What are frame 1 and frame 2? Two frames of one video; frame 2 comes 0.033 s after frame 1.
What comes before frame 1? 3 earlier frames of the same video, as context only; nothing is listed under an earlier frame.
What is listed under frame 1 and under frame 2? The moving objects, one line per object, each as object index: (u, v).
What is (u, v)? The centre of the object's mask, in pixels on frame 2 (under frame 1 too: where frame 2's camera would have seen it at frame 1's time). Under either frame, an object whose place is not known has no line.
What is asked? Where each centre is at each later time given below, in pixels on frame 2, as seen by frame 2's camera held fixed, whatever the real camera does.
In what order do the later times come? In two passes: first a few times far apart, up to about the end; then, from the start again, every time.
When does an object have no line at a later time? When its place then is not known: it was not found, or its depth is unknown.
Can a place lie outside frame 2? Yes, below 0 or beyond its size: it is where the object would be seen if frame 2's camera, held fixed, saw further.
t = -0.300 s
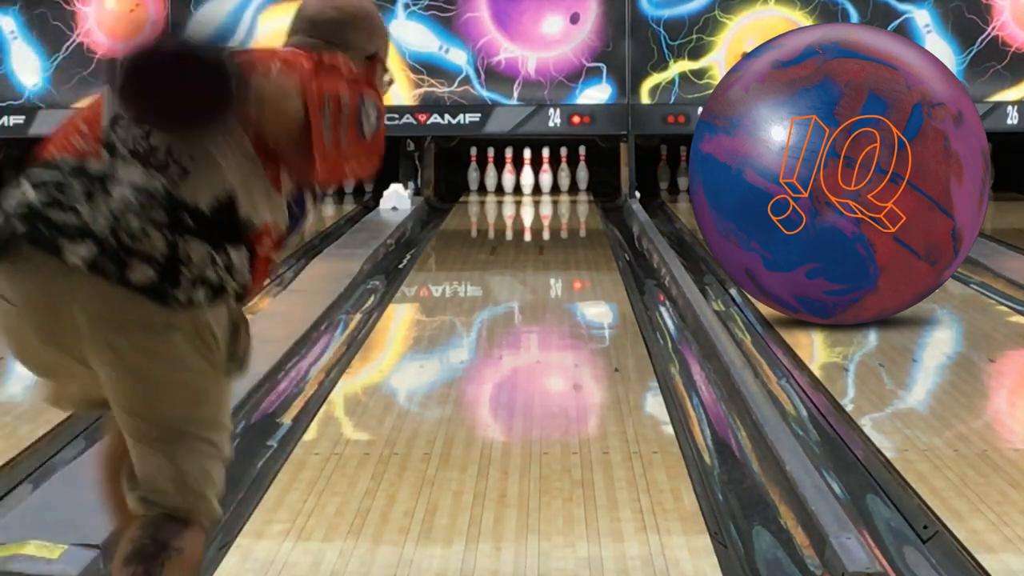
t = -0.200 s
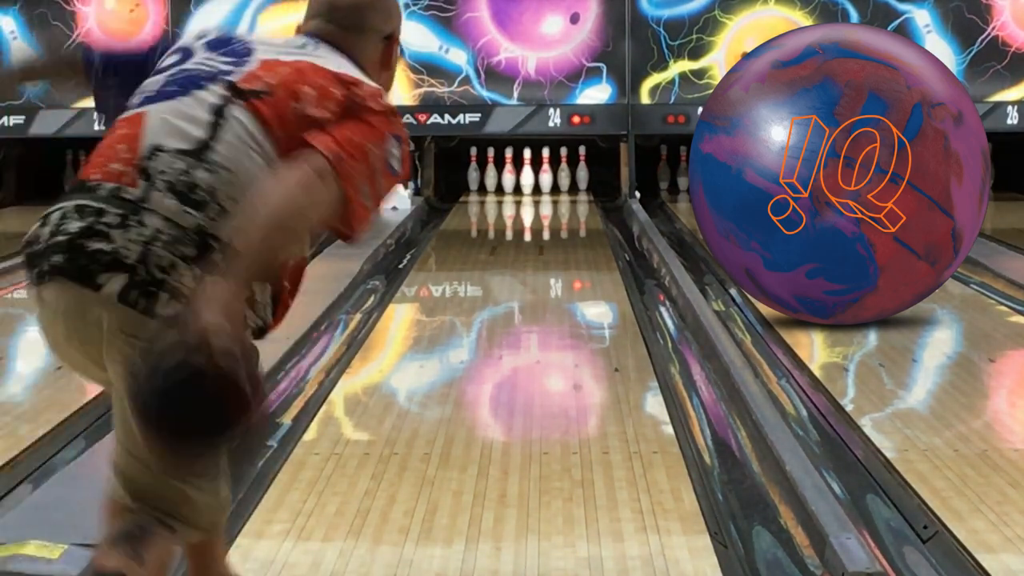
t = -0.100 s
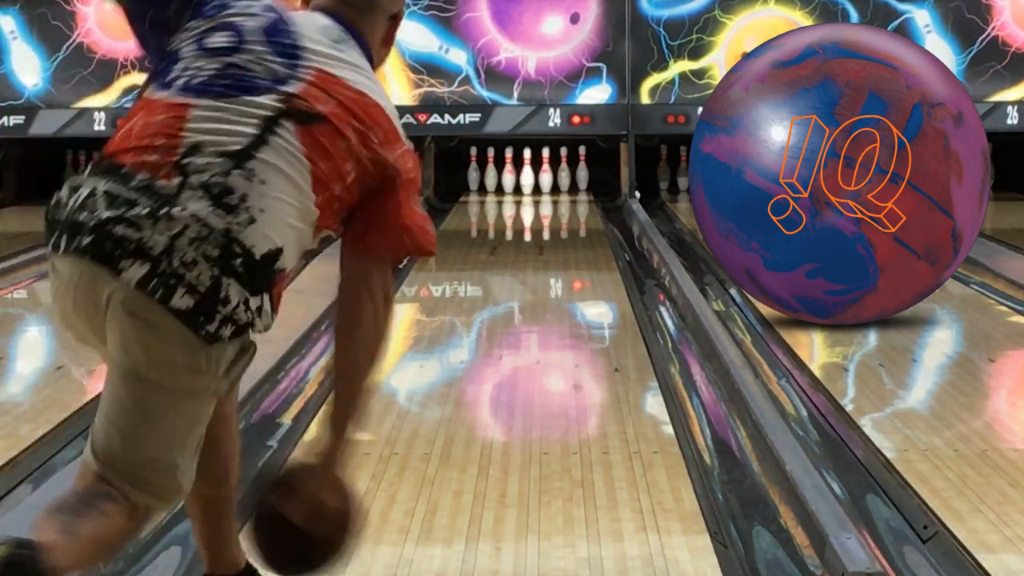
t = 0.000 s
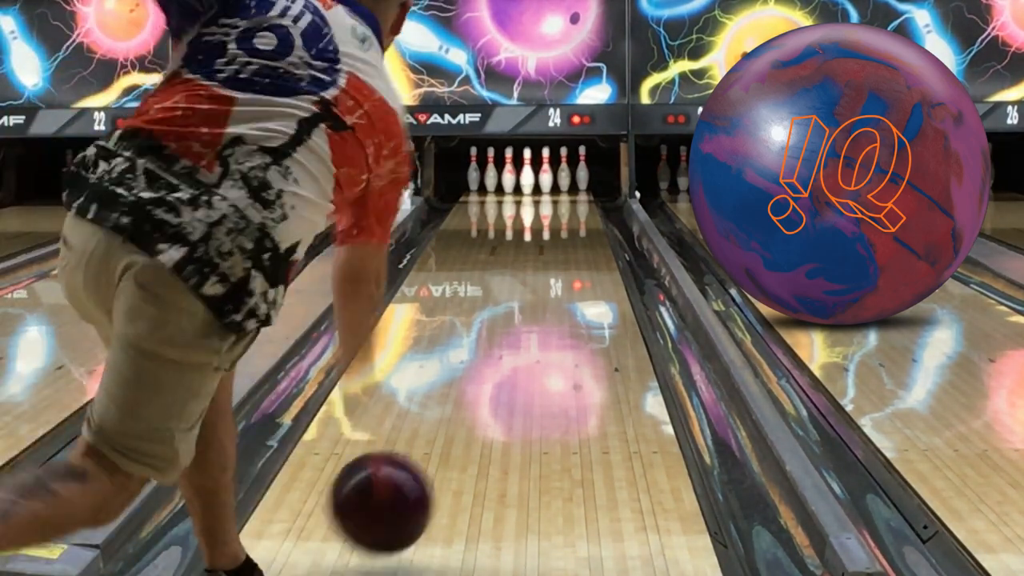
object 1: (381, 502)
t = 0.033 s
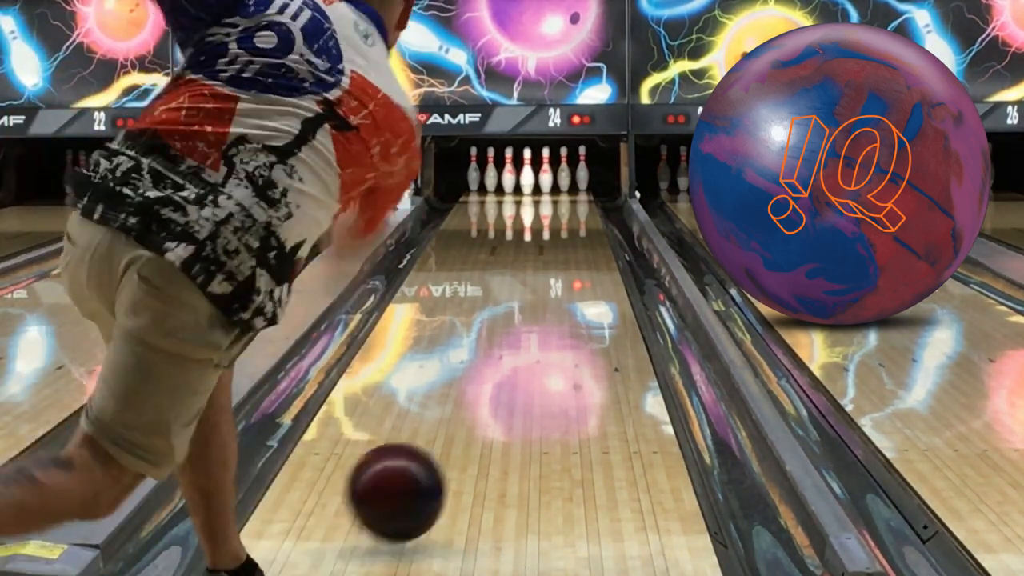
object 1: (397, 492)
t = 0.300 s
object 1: (484, 392)
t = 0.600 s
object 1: (540, 319)
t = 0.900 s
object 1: (573, 274)
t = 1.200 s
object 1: (590, 241)
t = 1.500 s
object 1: (594, 219)
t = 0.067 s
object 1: (410, 486)
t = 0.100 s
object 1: (424, 469)
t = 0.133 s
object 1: (436, 454)
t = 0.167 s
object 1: (447, 439)
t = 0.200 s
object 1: (457, 427)
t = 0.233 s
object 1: (467, 414)
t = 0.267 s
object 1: (476, 402)
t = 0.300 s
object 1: (484, 392)
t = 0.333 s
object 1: (492, 382)
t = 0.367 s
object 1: (499, 372)
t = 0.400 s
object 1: (506, 363)
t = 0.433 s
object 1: (513, 355)
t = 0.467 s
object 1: (519, 346)
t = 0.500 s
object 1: (525, 339)
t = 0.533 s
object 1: (530, 332)
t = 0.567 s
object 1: (535, 325)
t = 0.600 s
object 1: (540, 319)
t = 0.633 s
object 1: (545, 313)
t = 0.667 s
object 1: (549, 307)
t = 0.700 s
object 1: (553, 302)
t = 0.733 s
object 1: (557, 297)
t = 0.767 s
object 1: (560, 292)
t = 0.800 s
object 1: (564, 287)
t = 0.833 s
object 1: (567, 282)
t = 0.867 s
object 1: (570, 278)
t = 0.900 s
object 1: (573, 274)
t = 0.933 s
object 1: (576, 270)
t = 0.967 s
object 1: (578, 266)
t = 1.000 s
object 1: (580, 262)
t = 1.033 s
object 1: (582, 258)
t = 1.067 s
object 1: (584, 254)
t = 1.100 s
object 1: (586, 251)
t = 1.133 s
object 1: (588, 248)
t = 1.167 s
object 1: (589, 245)
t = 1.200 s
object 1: (590, 241)
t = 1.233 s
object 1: (591, 239)
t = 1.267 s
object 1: (592, 236)
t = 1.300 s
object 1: (593, 233)
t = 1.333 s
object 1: (594, 231)
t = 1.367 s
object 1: (594, 228)
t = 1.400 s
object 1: (595, 226)
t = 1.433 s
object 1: (595, 223)
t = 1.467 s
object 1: (595, 221)
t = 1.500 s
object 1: (594, 219)
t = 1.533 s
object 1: (594, 217)
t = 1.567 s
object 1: (594, 215)
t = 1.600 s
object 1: (594, 213)
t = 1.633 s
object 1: (593, 211)
